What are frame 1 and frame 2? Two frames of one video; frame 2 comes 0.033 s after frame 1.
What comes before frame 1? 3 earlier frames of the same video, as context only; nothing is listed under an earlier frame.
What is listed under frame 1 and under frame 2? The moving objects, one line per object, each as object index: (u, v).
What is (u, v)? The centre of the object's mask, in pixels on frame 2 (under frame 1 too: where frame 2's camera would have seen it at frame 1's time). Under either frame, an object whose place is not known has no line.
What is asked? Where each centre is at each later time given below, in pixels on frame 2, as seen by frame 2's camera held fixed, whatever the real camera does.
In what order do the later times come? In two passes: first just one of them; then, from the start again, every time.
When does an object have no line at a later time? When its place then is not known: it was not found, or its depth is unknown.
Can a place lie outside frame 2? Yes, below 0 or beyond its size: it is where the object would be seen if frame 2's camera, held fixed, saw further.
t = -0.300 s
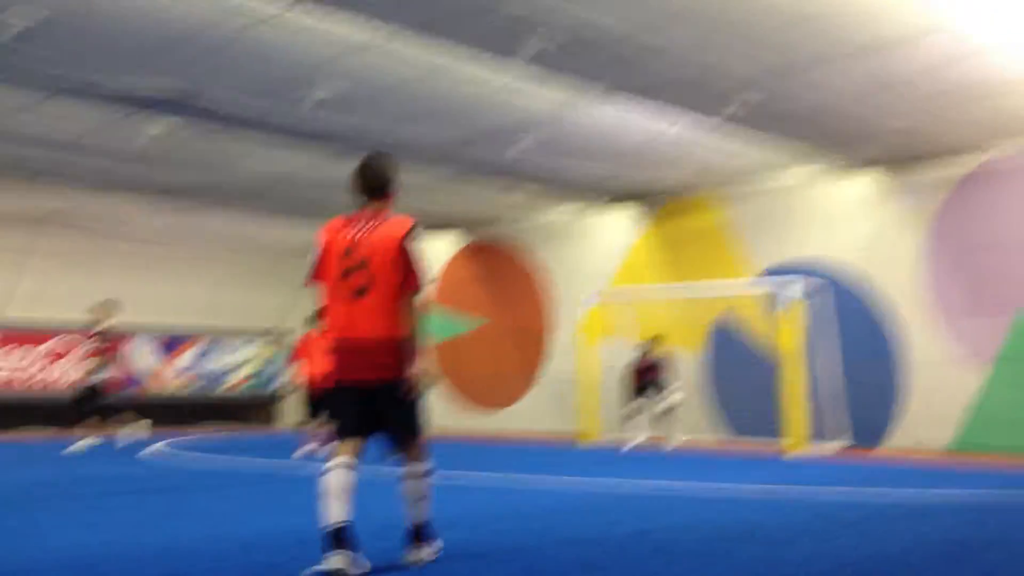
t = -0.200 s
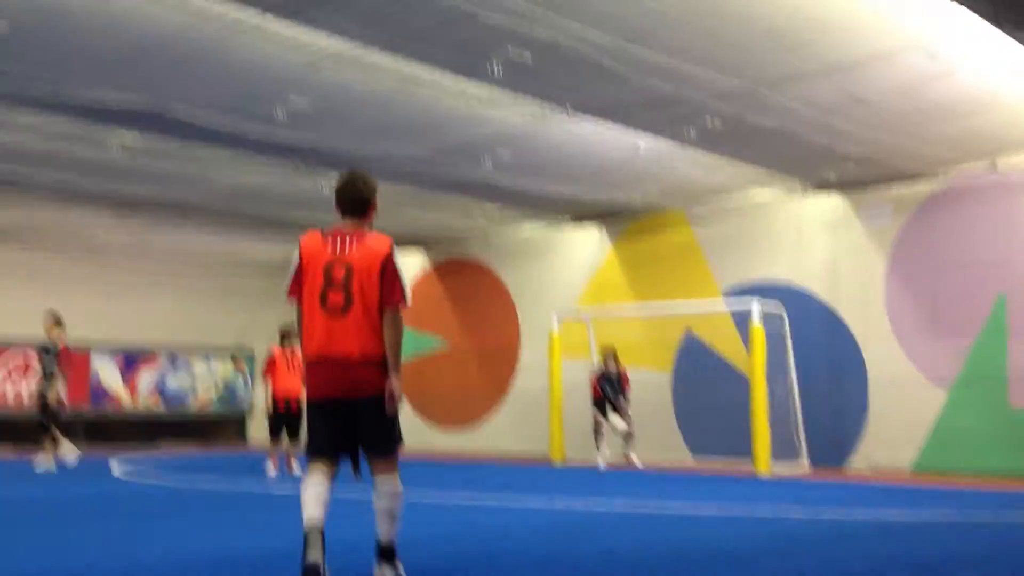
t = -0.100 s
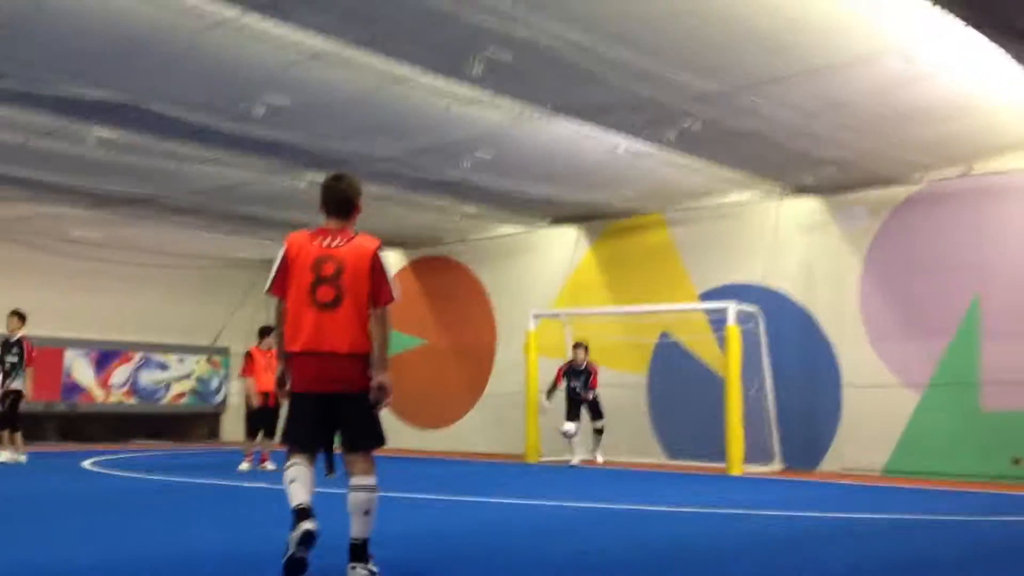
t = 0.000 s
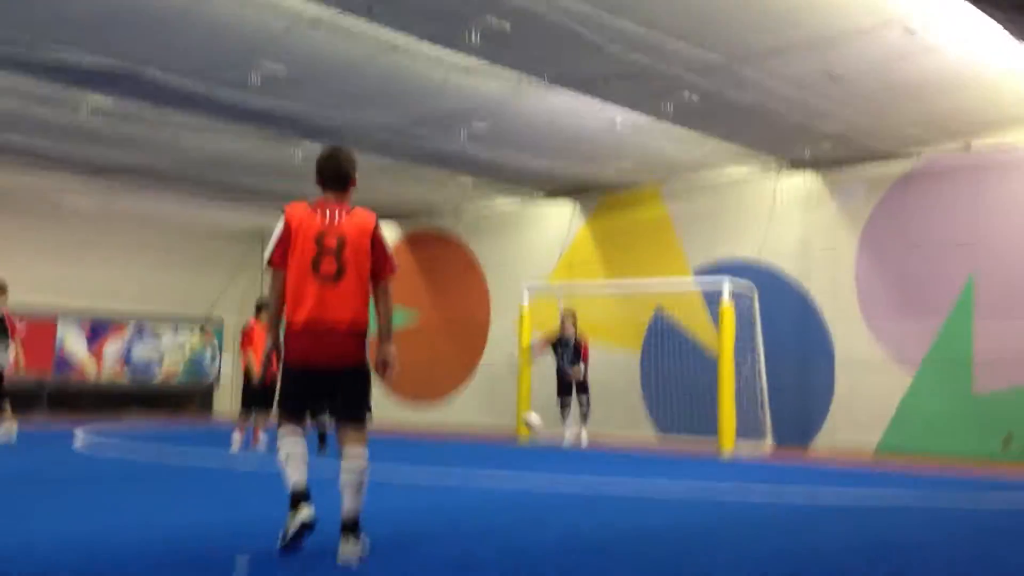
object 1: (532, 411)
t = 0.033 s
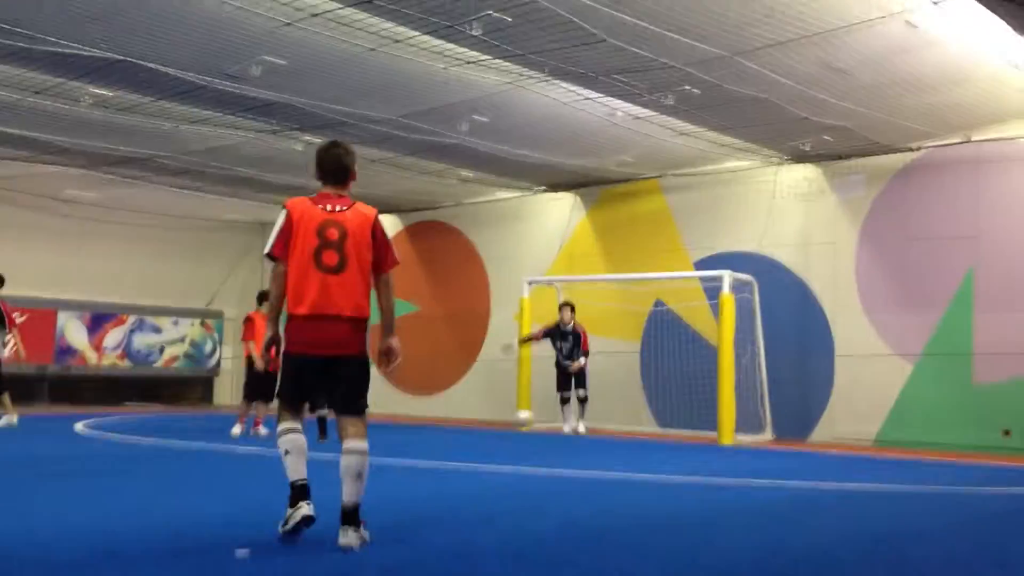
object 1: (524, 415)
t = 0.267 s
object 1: (467, 417)
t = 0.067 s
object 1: (513, 421)
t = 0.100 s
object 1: (503, 429)
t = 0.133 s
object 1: (496, 426)
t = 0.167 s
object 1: (489, 422)
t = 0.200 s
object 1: (482, 419)
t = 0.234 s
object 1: (474, 417)
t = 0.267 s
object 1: (467, 417)
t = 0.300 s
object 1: (459, 417)
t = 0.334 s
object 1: (450, 418)
